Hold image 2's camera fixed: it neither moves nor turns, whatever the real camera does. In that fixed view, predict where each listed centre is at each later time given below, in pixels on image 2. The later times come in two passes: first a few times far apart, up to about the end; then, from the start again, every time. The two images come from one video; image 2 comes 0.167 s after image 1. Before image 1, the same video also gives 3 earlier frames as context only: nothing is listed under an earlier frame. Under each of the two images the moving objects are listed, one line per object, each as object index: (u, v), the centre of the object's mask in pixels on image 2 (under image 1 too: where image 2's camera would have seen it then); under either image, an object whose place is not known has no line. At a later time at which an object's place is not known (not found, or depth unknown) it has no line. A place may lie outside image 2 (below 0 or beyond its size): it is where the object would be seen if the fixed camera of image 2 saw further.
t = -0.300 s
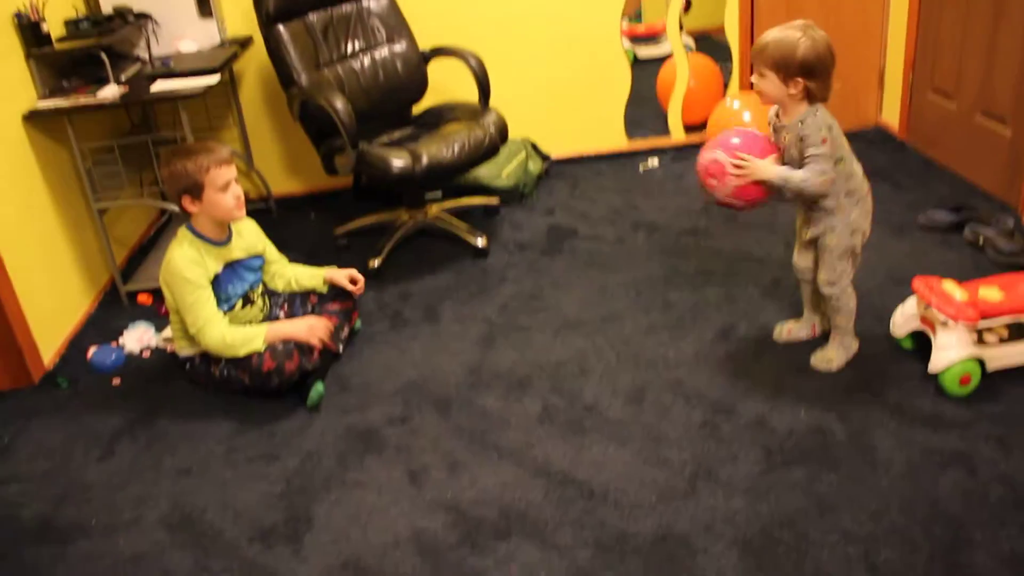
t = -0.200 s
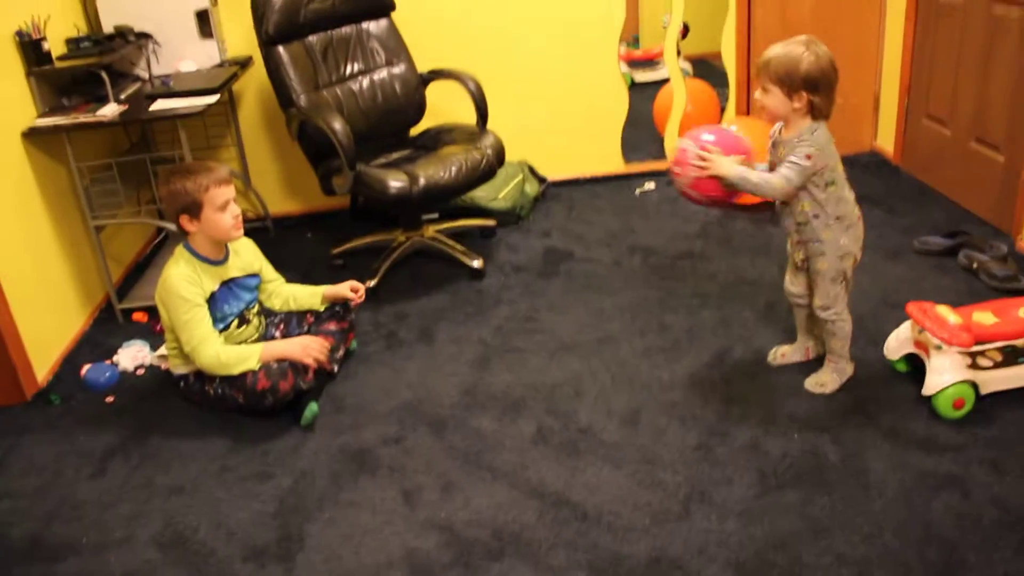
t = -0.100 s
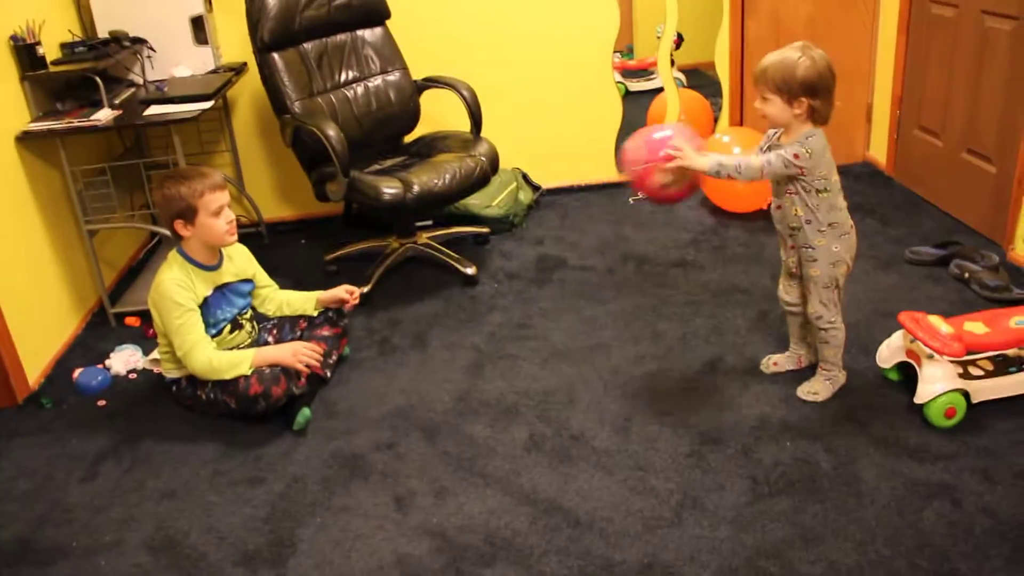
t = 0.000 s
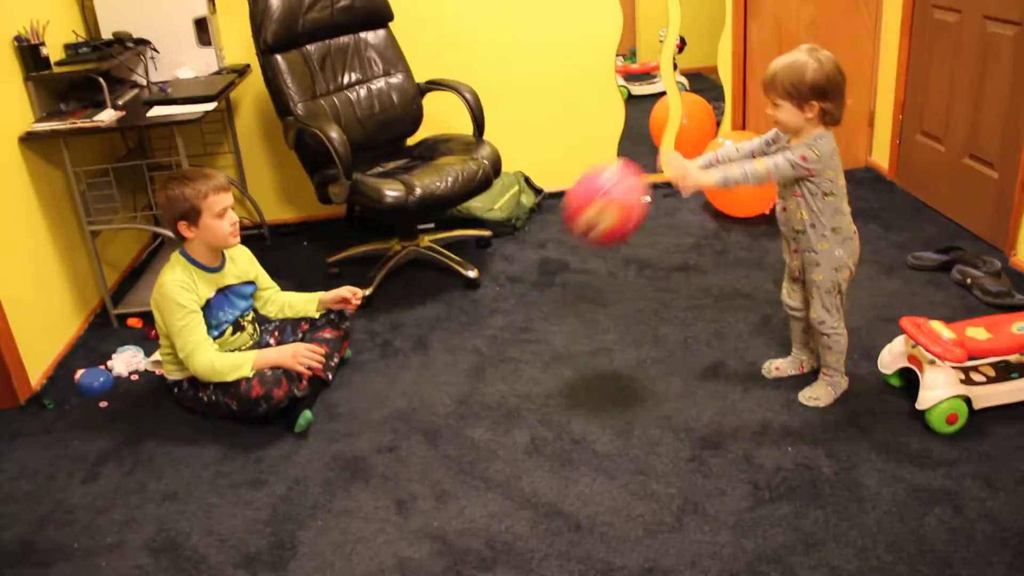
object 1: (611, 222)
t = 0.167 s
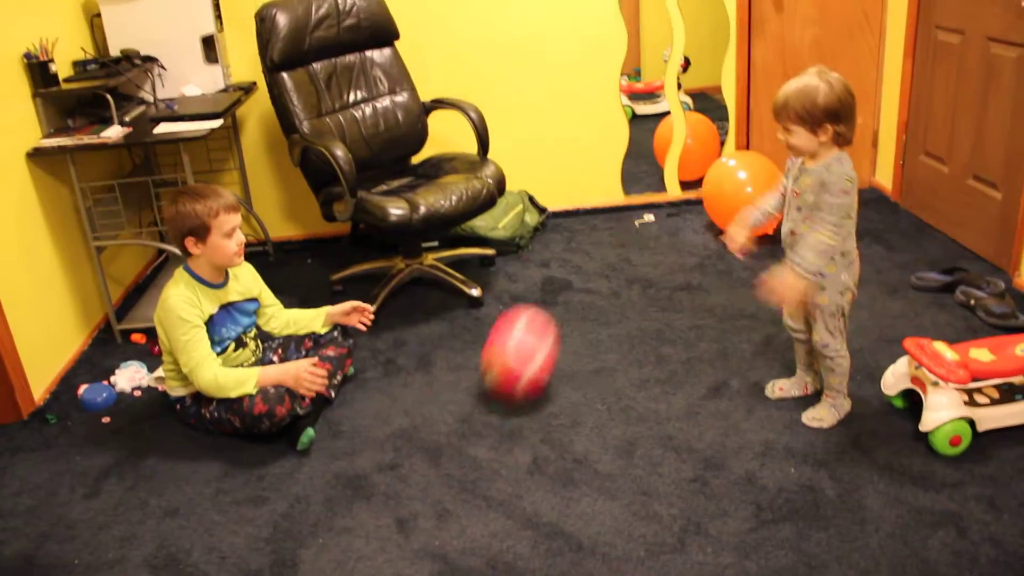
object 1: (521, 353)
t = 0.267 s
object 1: (486, 330)
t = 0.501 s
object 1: (424, 325)
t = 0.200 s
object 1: (507, 362)
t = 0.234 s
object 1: (496, 344)
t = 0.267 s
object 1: (486, 330)
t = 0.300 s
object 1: (476, 320)
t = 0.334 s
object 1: (466, 312)
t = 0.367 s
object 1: (457, 308)
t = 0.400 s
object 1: (448, 308)
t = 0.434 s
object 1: (439, 310)
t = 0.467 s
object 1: (431, 316)
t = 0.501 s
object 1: (424, 325)
